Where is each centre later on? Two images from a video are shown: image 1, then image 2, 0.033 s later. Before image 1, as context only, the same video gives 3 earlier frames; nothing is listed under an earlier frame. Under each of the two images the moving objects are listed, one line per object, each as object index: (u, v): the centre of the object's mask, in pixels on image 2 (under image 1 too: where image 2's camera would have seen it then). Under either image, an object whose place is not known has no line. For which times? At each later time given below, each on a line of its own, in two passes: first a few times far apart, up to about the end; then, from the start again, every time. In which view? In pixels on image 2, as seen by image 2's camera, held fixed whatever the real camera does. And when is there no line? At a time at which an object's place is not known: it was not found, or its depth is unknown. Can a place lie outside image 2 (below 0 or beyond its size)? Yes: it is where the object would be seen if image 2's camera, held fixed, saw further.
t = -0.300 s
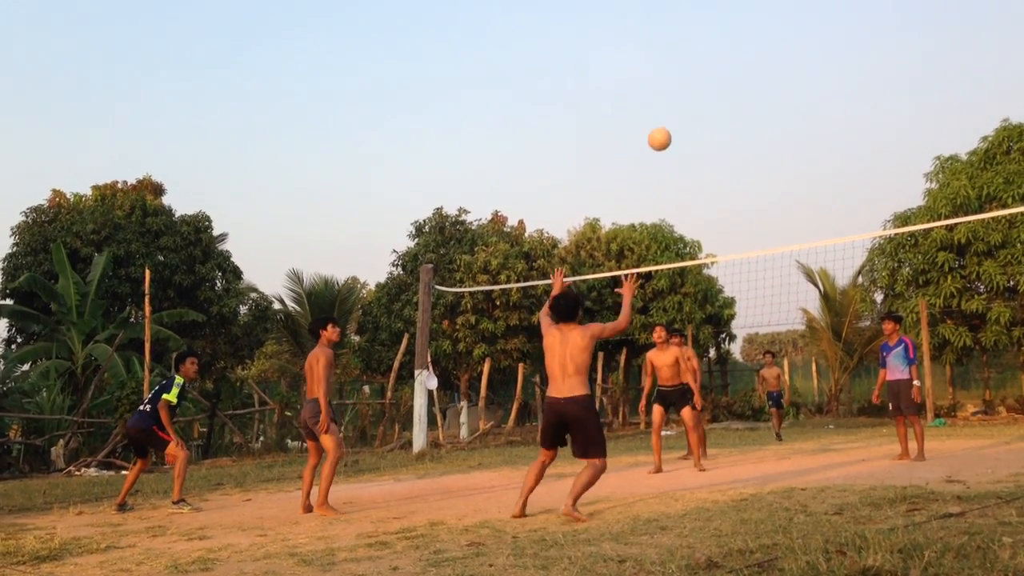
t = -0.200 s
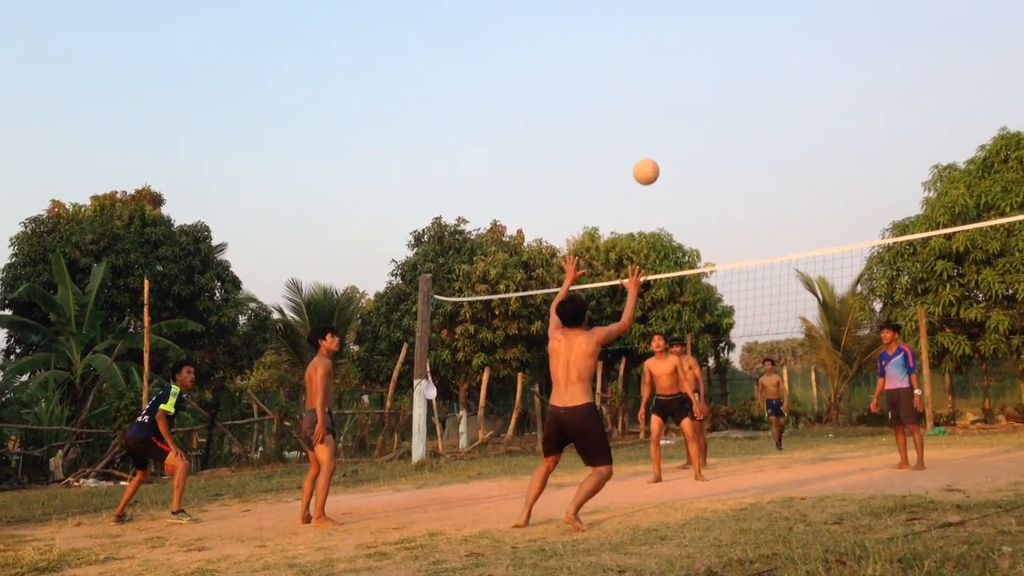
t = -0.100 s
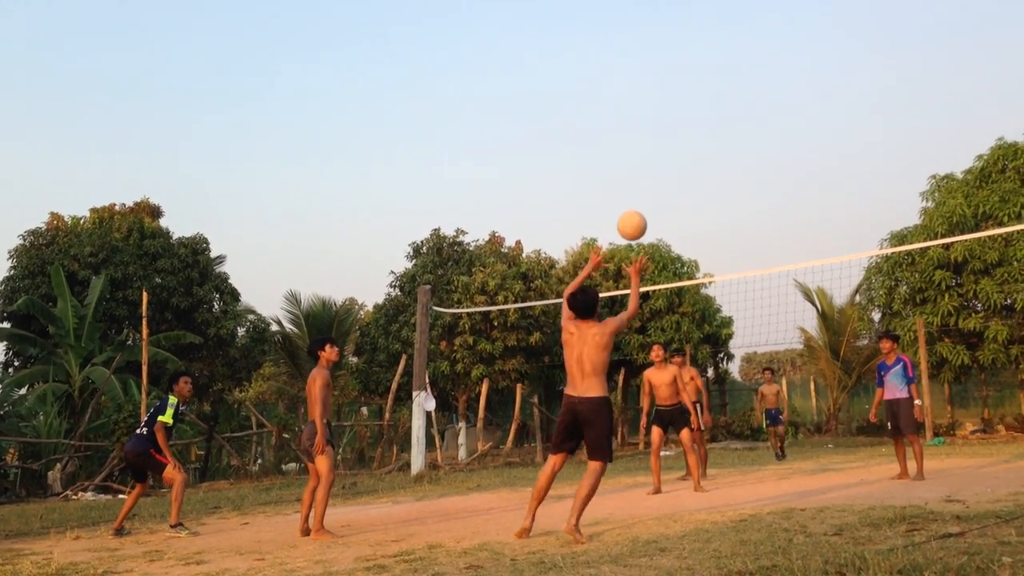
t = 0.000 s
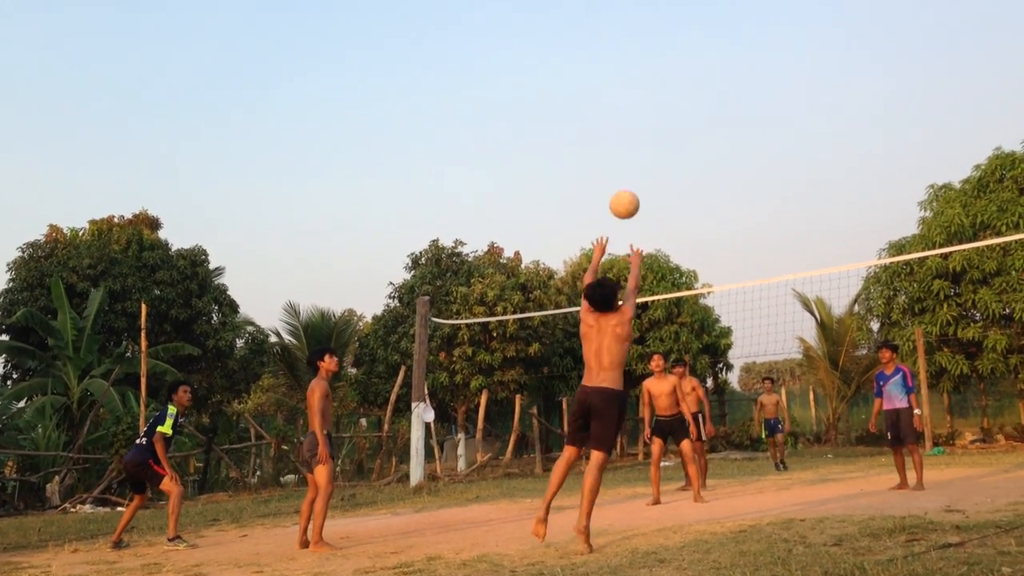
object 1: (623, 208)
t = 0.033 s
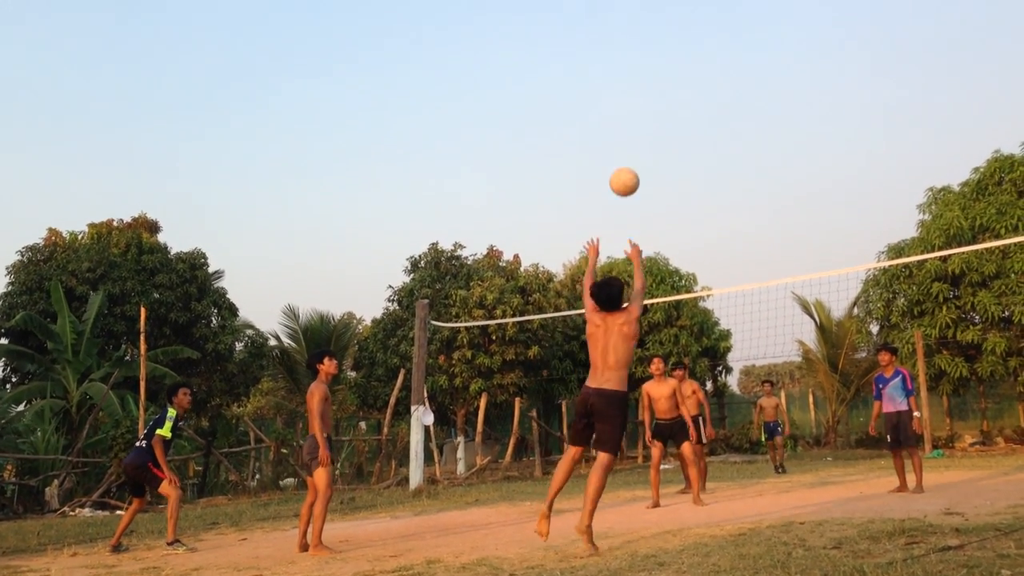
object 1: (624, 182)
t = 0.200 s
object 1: (628, 84)
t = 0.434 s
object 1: (637, 18)
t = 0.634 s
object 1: (646, 12)
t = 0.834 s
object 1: (657, 47)
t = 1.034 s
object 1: (669, 117)
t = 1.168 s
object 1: (677, 181)
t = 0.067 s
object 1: (625, 158)
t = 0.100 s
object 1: (626, 137)
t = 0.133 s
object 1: (627, 117)
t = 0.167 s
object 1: (628, 100)
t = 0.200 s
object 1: (628, 84)
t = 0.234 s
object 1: (630, 70)
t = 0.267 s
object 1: (631, 58)
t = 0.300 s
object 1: (632, 47)
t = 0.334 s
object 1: (633, 38)
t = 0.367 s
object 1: (634, 30)
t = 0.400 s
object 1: (636, 23)
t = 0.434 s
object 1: (637, 18)
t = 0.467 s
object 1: (638, 14)
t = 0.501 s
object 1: (639, 11)
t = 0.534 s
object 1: (641, 9)
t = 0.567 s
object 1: (643, 9)
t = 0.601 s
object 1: (644, 10)
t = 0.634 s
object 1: (646, 12)
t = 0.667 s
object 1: (648, 15)
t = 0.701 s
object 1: (650, 19)
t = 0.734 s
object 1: (652, 25)
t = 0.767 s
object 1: (653, 31)
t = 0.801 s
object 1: (655, 38)
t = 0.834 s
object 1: (657, 47)
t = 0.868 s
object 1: (659, 56)
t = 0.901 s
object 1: (661, 66)
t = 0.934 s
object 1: (663, 78)
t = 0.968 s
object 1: (664, 90)
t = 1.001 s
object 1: (666, 103)
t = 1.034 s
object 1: (669, 117)
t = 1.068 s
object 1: (671, 132)
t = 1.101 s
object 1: (673, 148)
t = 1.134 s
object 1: (675, 164)
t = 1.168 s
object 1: (677, 181)
